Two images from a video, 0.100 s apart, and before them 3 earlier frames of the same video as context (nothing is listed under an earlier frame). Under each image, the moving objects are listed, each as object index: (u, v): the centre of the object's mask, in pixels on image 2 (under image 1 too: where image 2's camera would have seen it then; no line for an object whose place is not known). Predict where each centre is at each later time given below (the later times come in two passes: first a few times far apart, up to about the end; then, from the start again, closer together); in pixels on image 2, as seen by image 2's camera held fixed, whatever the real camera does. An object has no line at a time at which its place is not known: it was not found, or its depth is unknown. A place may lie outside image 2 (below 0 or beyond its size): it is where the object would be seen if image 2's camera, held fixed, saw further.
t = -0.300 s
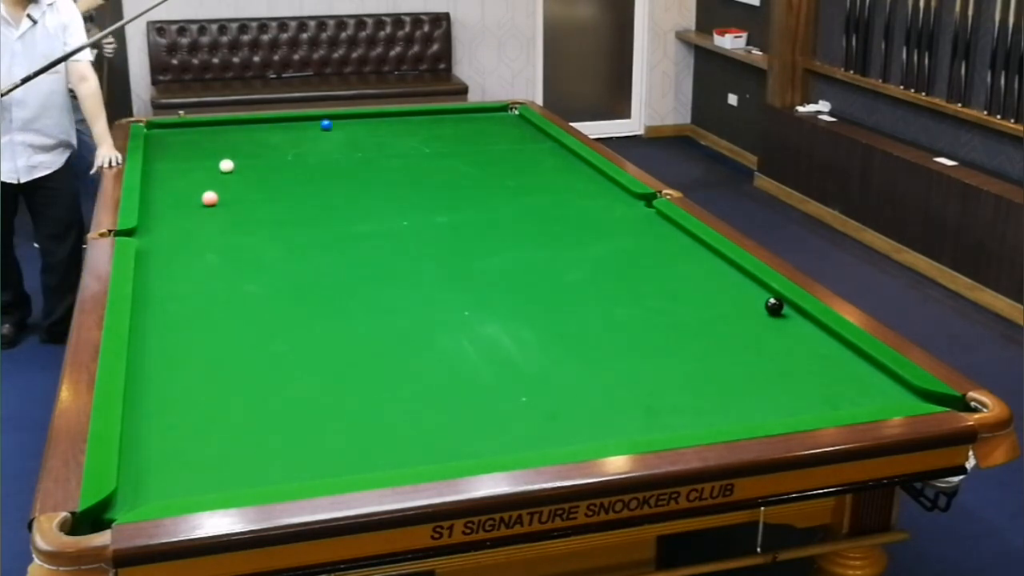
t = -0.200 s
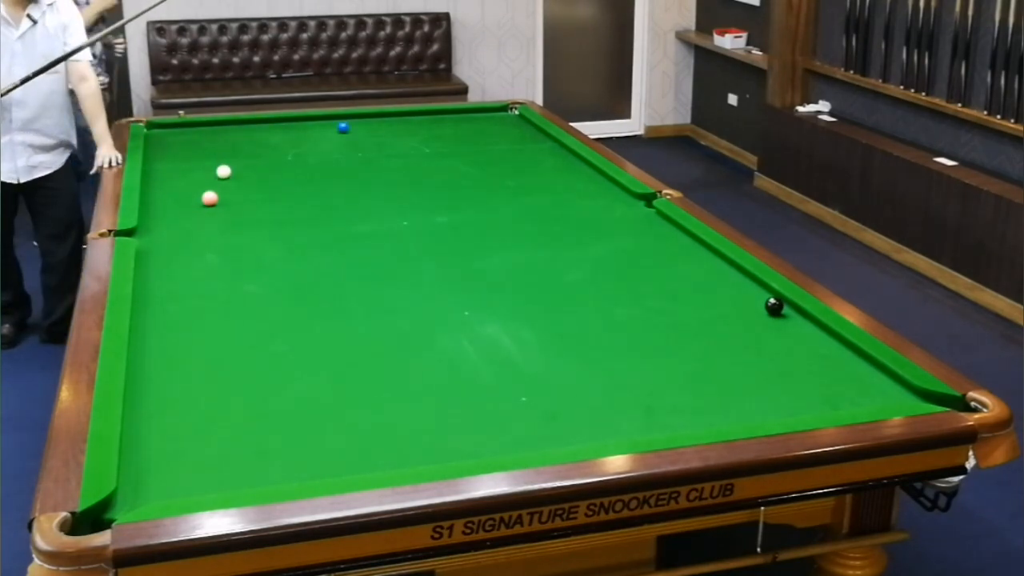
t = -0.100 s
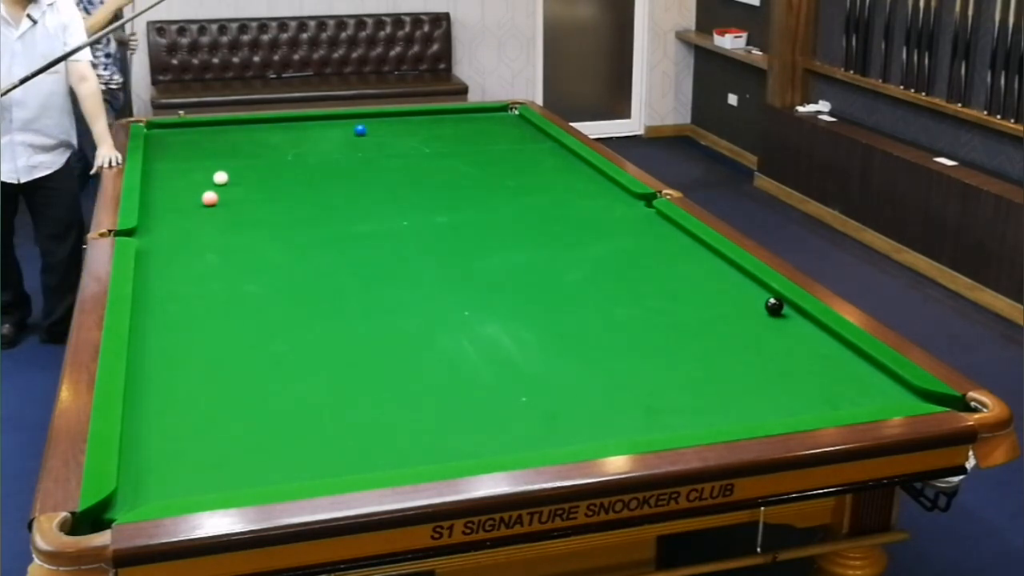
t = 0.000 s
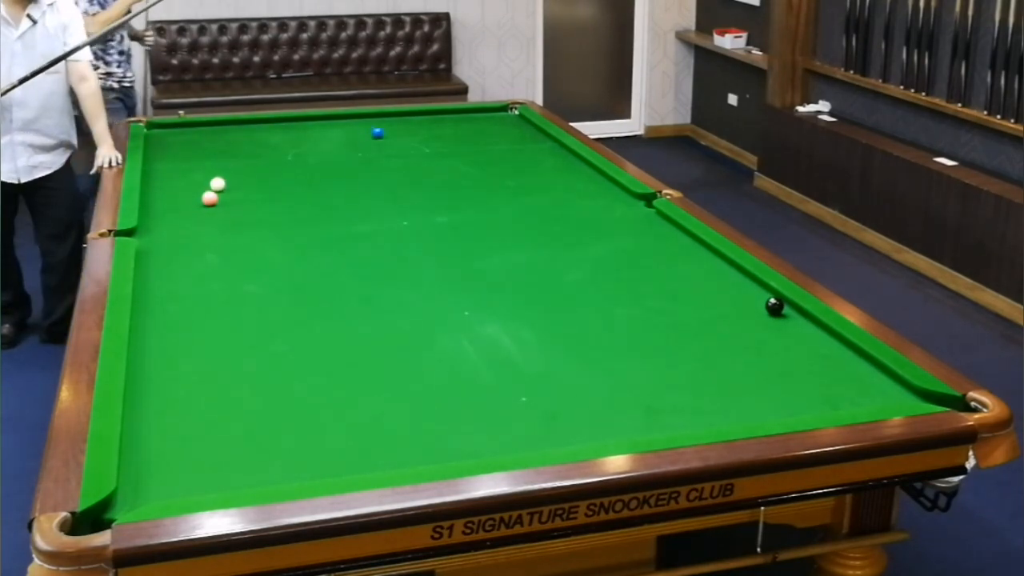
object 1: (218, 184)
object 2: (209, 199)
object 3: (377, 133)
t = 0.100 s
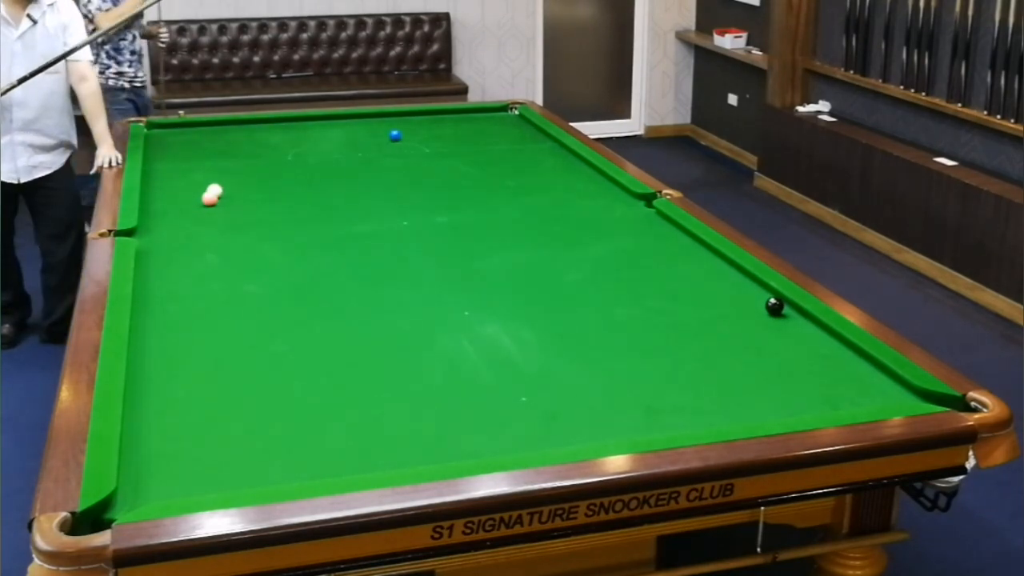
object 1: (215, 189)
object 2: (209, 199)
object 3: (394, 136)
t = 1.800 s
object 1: (219, 211)
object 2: (147, 278)
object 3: (560, 190)
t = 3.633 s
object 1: (216, 215)
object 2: (172, 350)
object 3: (466, 270)
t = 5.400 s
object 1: (216, 215)
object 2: (201, 394)
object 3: (366, 351)
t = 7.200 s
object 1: (216, 215)
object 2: (209, 401)
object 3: (284, 416)
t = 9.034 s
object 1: (216, 215)
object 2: (209, 401)
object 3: (256, 438)
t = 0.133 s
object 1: (214, 191)
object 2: (209, 200)
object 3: (400, 137)
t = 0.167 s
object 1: (214, 192)
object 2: (208, 200)
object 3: (406, 138)
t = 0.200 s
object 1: (215, 193)
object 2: (206, 202)
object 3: (412, 138)
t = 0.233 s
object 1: (214, 194)
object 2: (205, 204)
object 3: (418, 139)
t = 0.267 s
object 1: (214, 195)
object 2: (204, 205)
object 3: (424, 140)
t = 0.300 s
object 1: (214, 195)
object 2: (203, 207)
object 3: (430, 141)
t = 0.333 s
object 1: (214, 196)
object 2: (202, 208)
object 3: (436, 142)
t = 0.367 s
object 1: (215, 197)
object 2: (200, 210)
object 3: (442, 143)
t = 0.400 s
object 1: (215, 197)
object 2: (199, 211)
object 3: (448, 144)
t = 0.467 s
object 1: (215, 198)
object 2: (197, 214)
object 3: (460, 146)
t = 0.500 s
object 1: (216, 199)
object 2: (196, 215)
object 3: (466, 147)
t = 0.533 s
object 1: (216, 199)
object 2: (194, 217)
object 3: (472, 148)
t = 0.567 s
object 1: (216, 199)
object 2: (193, 219)
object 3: (478, 149)
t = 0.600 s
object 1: (217, 200)
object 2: (192, 220)
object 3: (484, 150)
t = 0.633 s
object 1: (217, 200)
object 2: (191, 222)
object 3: (490, 151)
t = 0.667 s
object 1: (217, 201)
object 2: (190, 223)
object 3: (496, 152)
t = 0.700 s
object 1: (217, 201)
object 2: (188, 225)
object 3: (502, 153)
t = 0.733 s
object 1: (218, 201)
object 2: (187, 226)
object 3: (508, 153)
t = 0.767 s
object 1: (218, 202)
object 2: (186, 228)
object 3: (515, 155)
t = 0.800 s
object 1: (218, 202)
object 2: (185, 230)
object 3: (521, 155)
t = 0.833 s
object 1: (218, 203)
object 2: (183, 231)
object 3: (527, 156)
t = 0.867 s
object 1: (218, 203)
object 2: (182, 233)
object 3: (533, 157)
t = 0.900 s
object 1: (218, 203)
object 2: (181, 234)
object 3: (539, 158)
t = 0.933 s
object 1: (218, 204)
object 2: (179, 236)
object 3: (545, 159)
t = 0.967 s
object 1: (218, 204)
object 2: (178, 237)
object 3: (551, 160)
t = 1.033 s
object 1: (219, 205)
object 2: (176, 241)
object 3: (563, 162)
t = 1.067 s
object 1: (219, 205)
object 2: (174, 242)
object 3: (570, 163)
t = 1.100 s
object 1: (219, 206)
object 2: (173, 244)
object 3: (576, 164)
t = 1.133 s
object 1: (219, 206)
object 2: (172, 245)
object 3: (582, 165)
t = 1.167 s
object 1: (219, 206)
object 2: (171, 247)
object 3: (588, 166)
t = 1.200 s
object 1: (219, 207)
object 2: (169, 249)
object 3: (588, 167)
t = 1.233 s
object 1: (219, 207)
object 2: (168, 250)
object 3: (586, 168)
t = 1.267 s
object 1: (219, 207)
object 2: (167, 252)
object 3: (584, 170)
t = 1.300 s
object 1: (219, 208)
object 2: (165, 253)
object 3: (583, 171)
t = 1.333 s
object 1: (220, 208)
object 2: (164, 255)
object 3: (581, 172)
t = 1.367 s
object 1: (220, 208)
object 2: (163, 257)
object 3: (580, 173)
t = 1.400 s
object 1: (220, 209)
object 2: (162, 258)
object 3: (578, 175)
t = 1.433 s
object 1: (220, 209)
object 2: (160, 260)
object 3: (577, 176)
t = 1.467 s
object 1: (220, 209)
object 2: (159, 261)
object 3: (575, 178)
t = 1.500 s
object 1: (220, 209)
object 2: (158, 263)
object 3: (574, 179)
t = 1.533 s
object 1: (220, 210)
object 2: (156, 265)
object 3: (572, 180)
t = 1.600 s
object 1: (220, 210)
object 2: (154, 268)
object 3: (569, 183)
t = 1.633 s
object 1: (220, 210)
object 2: (153, 270)
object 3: (568, 184)
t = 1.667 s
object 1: (220, 211)
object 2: (151, 271)
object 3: (566, 185)
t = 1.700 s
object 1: (220, 211)
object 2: (150, 273)
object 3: (565, 187)
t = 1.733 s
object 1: (220, 211)
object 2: (149, 275)
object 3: (563, 188)
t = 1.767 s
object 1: (220, 211)
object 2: (148, 276)
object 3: (561, 189)
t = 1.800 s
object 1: (219, 211)
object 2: (147, 278)
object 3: (560, 190)
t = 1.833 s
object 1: (219, 212)
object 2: (145, 279)
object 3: (558, 192)
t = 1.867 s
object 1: (219, 212)
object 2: (144, 281)
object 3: (557, 193)
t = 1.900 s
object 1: (219, 212)
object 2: (143, 283)
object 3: (555, 195)
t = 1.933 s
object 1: (219, 212)
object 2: (143, 284)
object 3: (554, 196)
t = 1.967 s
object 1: (219, 212)
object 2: (143, 286)
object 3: (552, 197)
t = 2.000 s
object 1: (219, 213)
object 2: (143, 287)
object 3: (551, 199)
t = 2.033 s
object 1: (219, 213)
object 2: (144, 288)
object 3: (549, 200)
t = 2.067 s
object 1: (219, 213)
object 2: (144, 290)
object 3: (547, 202)
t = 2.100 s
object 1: (218, 213)
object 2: (145, 291)
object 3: (546, 203)
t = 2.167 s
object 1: (218, 213)
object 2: (146, 294)
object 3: (543, 205)
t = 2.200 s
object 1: (218, 214)
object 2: (146, 295)
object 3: (541, 207)
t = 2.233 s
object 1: (218, 214)
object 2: (147, 297)
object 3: (540, 208)
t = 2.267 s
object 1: (218, 214)
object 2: (148, 298)
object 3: (538, 210)
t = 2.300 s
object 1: (218, 214)
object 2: (148, 299)
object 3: (536, 211)
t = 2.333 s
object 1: (217, 214)
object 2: (149, 301)
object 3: (535, 213)
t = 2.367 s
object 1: (217, 214)
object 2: (149, 302)
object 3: (533, 214)
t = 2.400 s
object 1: (217, 214)
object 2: (150, 303)
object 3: (531, 215)
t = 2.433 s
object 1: (217, 214)
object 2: (150, 305)
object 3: (530, 217)
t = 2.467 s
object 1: (217, 215)
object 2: (151, 306)
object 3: (528, 218)
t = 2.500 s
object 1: (217, 214)
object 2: (151, 308)
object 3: (526, 220)
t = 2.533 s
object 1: (216, 215)
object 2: (152, 309)
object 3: (524, 221)
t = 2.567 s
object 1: (216, 215)
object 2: (152, 310)
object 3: (523, 223)
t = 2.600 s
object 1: (216, 215)
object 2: (153, 311)
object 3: (521, 224)
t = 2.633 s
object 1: (216, 215)
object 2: (154, 313)
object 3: (520, 226)
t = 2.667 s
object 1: (216, 215)
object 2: (154, 314)
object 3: (518, 227)
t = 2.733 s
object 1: (216, 215)
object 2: (155, 317)
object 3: (515, 230)
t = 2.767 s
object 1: (216, 215)
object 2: (156, 318)
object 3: (513, 231)
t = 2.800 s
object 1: (216, 215)
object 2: (156, 319)
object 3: (511, 233)
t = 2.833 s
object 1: (216, 215)
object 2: (157, 320)
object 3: (510, 234)
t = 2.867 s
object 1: (216, 215)
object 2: (158, 322)
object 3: (508, 236)
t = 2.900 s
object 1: (216, 215)
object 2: (158, 323)
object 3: (506, 237)
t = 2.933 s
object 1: (216, 215)
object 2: (159, 324)
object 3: (504, 239)
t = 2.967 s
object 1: (216, 215)
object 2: (159, 326)
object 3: (503, 240)
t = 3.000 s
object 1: (216, 215)
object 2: (160, 327)
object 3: (501, 242)
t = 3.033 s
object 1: (216, 215)
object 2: (161, 328)
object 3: (499, 243)
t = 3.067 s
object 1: (216, 215)
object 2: (161, 329)
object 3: (497, 245)
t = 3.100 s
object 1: (216, 215)
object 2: (162, 330)
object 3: (496, 246)
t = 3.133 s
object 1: (216, 215)
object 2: (163, 332)
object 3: (494, 247)
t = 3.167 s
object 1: (216, 215)
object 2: (163, 333)
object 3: (492, 249)
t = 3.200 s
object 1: (216, 215)
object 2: (164, 334)
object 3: (490, 250)
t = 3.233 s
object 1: (216, 215)
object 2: (164, 335)
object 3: (488, 252)
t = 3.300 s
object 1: (216, 215)
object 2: (166, 338)
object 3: (485, 255)
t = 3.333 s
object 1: (216, 215)
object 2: (166, 339)
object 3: (483, 257)
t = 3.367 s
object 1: (216, 215)
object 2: (167, 340)
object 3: (481, 258)
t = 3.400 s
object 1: (216, 215)
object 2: (168, 342)
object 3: (479, 260)
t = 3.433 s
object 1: (216, 215)
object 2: (168, 343)
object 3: (477, 261)
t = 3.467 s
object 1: (216, 215)
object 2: (169, 344)
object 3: (475, 263)
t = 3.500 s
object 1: (216, 215)
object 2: (169, 345)
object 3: (474, 264)
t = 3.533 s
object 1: (216, 215)
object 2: (170, 346)
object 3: (472, 266)
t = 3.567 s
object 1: (216, 215)
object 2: (171, 347)
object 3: (470, 267)
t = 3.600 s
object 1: (216, 215)
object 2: (171, 348)
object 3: (468, 269)
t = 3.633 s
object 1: (216, 215)
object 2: (172, 350)
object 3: (466, 270)
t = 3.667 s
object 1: (216, 215)
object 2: (173, 351)
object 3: (464, 272)
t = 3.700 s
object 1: (216, 215)
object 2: (173, 352)
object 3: (462, 274)
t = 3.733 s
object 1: (216, 215)
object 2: (174, 353)
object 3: (461, 275)
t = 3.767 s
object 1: (216, 215)
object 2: (174, 354)
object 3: (459, 277)
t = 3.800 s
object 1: (216, 215)
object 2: (175, 355)
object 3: (457, 278)
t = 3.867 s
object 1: (216, 215)
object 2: (176, 357)
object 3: (453, 281)
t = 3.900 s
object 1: (216, 215)
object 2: (177, 358)
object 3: (451, 283)
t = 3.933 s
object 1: (216, 215)
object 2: (177, 359)
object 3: (450, 284)
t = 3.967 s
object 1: (216, 215)
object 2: (178, 360)
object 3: (448, 286)
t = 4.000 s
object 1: (216, 215)
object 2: (179, 361)
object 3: (446, 287)
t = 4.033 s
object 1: (216, 215)
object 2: (179, 362)
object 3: (444, 289)
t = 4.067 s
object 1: (216, 215)
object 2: (180, 364)
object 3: (442, 290)
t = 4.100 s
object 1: (216, 215)
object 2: (180, 365)
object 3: (440, 292)
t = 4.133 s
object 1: (216, 215)
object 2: (181, 365)
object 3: (438, 293)
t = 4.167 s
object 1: (216, 215)
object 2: (181, 366)
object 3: (436, 295)
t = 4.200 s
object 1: (216, 215)
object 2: (182, 367)
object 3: (434, 297)
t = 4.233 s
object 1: (216, 215)
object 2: (183, 368)
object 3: (432, 298)
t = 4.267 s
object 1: (216, 215)
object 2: (183, 369)
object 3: (430, 300)
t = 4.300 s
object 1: (216, 215)
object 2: (184, 370)
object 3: (429, 301)
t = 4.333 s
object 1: (216, 215)
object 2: (185, 371)
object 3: (427, 303)
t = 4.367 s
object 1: (216, 215)
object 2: (185, 372)
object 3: (425, 304)
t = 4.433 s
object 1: (216, 215)
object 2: (187, 374)
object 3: (421, 307)
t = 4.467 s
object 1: (216, 215)
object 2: (187, 375)
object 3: (419, 309)
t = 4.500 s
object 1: (216, 215)
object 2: (188, 375)
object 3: (417, 311)
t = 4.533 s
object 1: (216, 215)
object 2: (188, 376)
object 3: (415, 312)
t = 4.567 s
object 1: (216, 215)
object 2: (189, 377)
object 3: (413, 314)
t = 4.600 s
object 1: (216, 215)
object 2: (189, 378)
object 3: (411, 315)
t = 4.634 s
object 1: (216, 215)
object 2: (190, 379)
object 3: (410, 317)
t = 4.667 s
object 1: (216, 215)
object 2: (191, 379)
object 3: (407, 318)
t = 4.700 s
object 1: (216, 215)
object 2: (191, 380)
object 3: (406, 320)
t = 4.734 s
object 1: (216, 215)
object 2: (192, 381)
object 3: (404, 321)
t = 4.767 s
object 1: (216, 215)
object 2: (192, 382)
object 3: (402, 323)
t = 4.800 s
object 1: (216, 215)
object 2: (193, 383)
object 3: (400, 324)
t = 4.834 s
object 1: (216, 215)
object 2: (193, 383)
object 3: (398, 326)
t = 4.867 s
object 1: (216, 215)
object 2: (194, 384)
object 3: (396, 327)
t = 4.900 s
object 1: (216, 215)
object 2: (194, 385)
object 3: (394, 329)
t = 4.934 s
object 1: (216, 215)
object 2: (195, 385)
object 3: (393, 330)
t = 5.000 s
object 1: (216, 215)
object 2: (196, 387)
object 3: (389, 334)
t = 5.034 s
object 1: (216, 215)
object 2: (196, 387)
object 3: (387, 335)
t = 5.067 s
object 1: (216, 215)
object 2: (197, 388)
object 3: (385, 337)
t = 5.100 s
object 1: (216, 215)
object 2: (197, 388)
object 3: (383, 338)
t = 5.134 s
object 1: (216, 215)
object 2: (198, 389)
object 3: (381, 339)
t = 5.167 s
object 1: (216, 215)
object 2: (198, 390)
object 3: (379, 341)
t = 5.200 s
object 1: (216, 215)
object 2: (199, 390)
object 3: (377, 343)
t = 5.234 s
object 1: (216, 215)
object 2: (199, 391)
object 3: (376, 344)
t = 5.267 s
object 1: (216, 215)
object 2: (199, 392)
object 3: (374, 345)
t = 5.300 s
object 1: (216, 215)
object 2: (200, 392)
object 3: (372, 347)
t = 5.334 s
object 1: (216, 215)
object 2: (200, 393)
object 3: (370, 348)
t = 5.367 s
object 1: (216, 215)
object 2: (201, 393)
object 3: (368, 350)
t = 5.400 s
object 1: (216, 215)
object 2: (201, 394)
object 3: (366, 351)
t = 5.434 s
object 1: (216, 215)
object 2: (202, 394)
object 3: (364, 353)
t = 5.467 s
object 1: (216, 215)
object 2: (202, 394)
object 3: (363, 354)
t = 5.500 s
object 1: (216, 215)
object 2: (203, 395)
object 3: (360, 356)
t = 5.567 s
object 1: (216, 215)
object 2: (204, 396)
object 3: (357, 358)
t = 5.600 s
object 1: (216, 215)
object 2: (204, 396)
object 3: (355, 360)
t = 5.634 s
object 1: (216, 215)
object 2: (204, 396)
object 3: (354, 361)
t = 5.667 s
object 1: (216, 215)
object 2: (205, 397)
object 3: (352, 363)
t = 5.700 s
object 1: (216, 215)
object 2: (205, 397)
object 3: (350, 364)
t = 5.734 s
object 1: (216, 215)
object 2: (206, 397)
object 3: (348, 365)
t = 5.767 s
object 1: (216, 215)
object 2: (206, 398)
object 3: (346, 367)
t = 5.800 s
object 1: (216, 215)
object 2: (206, 398)
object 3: (345, 368)
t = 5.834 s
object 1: (216, 215)
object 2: (207, 398)
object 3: (343, 369)
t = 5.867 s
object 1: (216, 215)
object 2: (207, 399)
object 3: (341, 371)
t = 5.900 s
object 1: (216, 215)
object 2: (207, 399)
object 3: (340, 372)
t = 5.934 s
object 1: (216, 215)
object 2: (207, 399)
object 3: (338, 373)
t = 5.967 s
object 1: (216, 215)
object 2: (208, 399)
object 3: (336, 374)
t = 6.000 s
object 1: (216, 215)
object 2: (208, 399)
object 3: (334, 376)
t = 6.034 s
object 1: (216, 215)
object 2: (208, 400)
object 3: (333, 377)
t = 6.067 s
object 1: (216, 215)
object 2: (208, 400)
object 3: (331, 379)
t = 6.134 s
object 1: (216, 215)
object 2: (208, 400)
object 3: (328, 381)
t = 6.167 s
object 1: (216, 215)
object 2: (209, 401)
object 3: (326, 383)
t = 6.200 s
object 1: (216, 215)
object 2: (209, 401)
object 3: (325, 384)
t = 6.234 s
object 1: (216, 215)
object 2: (209, 401)
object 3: (323, 385)
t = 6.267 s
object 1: (216, 215)
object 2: (209, 401)
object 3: (321, 386)
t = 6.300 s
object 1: (216, 215)
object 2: (209, 401)
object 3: (320, 387)
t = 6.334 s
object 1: (216, 215)
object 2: (209, 401)
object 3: (318, 389)
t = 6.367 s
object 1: (216, 215)
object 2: (209, 401)
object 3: (317, 390)
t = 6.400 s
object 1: (216, 215)
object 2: (209, 401)
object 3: (315, 391)
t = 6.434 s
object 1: (216, 215)
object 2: (209, 401)
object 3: (314, 392)
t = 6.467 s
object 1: (216, 215)
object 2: (209, 401)
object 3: (312, 394)
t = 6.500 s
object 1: (216, 215)
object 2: (209, 401)
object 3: (311, 395)
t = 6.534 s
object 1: (216, 215)
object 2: (209, 401)
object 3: (309, 396)
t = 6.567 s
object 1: (216, 215)
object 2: (209, 401)
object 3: (308, 397)
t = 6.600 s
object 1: (216, 215)
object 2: (209, 401)
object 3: (306, 398)
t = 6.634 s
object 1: (216, 215)
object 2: (209, 401)
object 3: (305, 399)
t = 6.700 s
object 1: (216, 215)
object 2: (209, 401)
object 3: (302, 401)
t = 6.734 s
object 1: (216, 215)
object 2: (209, 401)
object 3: (301, 402)
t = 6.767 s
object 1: (216, 215)
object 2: (209, 401)
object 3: (300, 403)
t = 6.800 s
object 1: (216, 215)
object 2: (209, 401)
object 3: (298, 404)
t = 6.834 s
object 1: (216, 215)
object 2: (209, 401)
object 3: (297, 405)
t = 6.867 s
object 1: (216, 215)
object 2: (209, 401)
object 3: (296, 406)
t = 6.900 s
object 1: (216, 215)
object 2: (209, 401)
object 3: (294, 407)
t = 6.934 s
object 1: (216, 215)
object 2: (209, 401)
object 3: (293, 408)
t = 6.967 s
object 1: (216, 215)
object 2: (209, 401)
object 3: (292, 409)
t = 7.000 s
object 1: (216, 215)
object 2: (209, 401)
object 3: (291, 410)
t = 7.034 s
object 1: (216, 215)
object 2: (209, 401)
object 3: (290, 411)
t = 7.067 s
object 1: (216, 215)
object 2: (209, 401)
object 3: (288, 412)
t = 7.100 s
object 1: (216, 215)
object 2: (209, 401)
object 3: (287, 413)
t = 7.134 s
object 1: (216, 215)
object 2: (209, 401)
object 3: (286, 414)
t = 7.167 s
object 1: (216, 215)
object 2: (209, 401)
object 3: (285, 414)
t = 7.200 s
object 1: (216, 215)
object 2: (209, 401)
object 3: (284, 416)
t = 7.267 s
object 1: (216, 215)
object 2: (209, 401)
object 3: (282, 417)
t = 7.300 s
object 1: (216, 215)
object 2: (209, 401)
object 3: (281, 418)
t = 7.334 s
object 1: (216, 215)
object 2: (209, 401)
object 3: (280, 419)
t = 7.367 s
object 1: (216, 215)
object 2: (209, 401)
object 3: (278, 420)
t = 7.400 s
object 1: (216, 215)
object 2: (209, 401)
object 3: (278, 420)
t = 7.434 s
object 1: (216, 215)
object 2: (209, 401)
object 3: (277, 421)
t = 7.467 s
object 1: (216, 215)
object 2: (209, 401)
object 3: (276, 422)
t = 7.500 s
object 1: (216, 215)
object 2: (209, 401)
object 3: (275, 423)
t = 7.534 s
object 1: (216, 215)
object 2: (209, 401)
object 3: (274, 423)
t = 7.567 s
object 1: (216, 215)
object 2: (209, 401)
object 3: (273, 424)
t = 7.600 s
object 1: (216, 215)
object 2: (209, 401)
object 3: (272, 424)
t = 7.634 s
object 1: (216, 215)
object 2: (209, 401)
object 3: (271, 425)
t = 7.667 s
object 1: (216, 215)
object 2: (209, 401)
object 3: (270, 426)
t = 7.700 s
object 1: (216, 215)
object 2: (209, 401)
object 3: (270, 426)
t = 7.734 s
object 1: (216, 215)
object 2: (209, 401)
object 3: (269, 427)
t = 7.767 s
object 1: (216, 215)
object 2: (209, 401)
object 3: (268, 428)
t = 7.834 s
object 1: (216, 215)
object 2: (209, 401)
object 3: (267, 429)
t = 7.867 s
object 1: (216, 215)
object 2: (209, 401)
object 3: (266, 430)
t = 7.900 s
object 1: (216, 215)
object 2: (209, 401)
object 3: (266, 430)
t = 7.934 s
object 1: (216, 215)
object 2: (209, 401)
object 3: (265, 430)
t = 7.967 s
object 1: (216, 215)
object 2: (209, 401)
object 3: (265, 431)
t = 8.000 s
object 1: (216, 215)
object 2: (209, 401)
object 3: (264, 431)
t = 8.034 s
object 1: (216, 215)
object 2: (209, 401)
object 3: (263, 432)
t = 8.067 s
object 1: (216, 215)
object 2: (209, 401)
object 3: (263, 432)
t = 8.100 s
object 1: (216, 215)
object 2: (209, 401)
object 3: (263, 433)
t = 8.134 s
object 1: (216, 215)
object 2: (209, 401)
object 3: (262, 433)
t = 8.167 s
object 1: (216, 215)
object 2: (209, 401)
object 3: (262, 434)
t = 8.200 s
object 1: (216, 215)
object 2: (209, 401)
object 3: (262, 434)
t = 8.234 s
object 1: (216, 215)
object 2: (209, 401)
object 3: (261, 434)
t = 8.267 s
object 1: (216, 215)
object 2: (209, 401)
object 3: (261, 435)
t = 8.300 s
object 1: (216, 215)
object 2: (209, 401)
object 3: (261, 435)
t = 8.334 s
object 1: (216, 215)
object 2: (209, 401)
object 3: (260, 435)
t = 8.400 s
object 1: (216, 215)
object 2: (209, 401)
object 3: (260, 436)
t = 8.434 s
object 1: (216, 215)
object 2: (209, 401)
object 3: (259, 436)
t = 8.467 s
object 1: (216, 215)
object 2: (209, 401)
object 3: (259, 437)
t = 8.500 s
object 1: (216, 215)
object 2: (209, 401)
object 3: (259, 437)
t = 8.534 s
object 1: (216, 215)
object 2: (209, 401)
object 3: (258, 437)
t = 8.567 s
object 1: (216, 215)
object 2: (209, 401)
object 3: (258, 437)
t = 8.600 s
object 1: (216, 215)
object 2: (209, 401)
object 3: (258, 437)
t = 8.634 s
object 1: (216, 215)
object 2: (209, 401)
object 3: (257, 438)
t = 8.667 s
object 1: (216, 215)
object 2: (209, 401)
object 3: (257, 438)
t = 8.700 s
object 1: (216, 215)
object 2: (209, 401)
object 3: (257, 438)
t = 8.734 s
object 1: (216, 215)
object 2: (209, 401)
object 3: (256, 438)
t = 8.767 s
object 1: (216, 215)
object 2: (209, 401)
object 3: (256, 438)
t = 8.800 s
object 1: (216, 215)
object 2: (209, 401)
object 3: (256, 438)
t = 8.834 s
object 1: (216, 215)
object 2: (209, 401)
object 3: (256, 438)
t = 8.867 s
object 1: (216, 215)
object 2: (209, 401)
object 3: (256, 438)
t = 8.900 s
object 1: (216, 215)
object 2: (209, 401)
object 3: (256, 438)
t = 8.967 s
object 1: (216, 215)
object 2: (209, 401)
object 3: (256, 438)
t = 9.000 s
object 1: (216, 215)
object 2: (209, 401)
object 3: (256, 438)
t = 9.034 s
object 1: (216, 215)
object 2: (209, 401)
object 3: (256, 438)
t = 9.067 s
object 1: (216, 215)
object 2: (209, 401)
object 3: (256, 438)
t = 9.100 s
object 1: (216, 215)
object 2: (209, 401)
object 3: (256, 438)
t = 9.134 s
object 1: (216, 215)
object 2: (209, 401)
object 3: (256, 438)
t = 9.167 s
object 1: (216, 215)
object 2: (209, 401)
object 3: (257, 438)
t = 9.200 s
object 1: (216, 215)
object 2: (209, 401)
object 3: (257, 438)
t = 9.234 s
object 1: (216, 215)
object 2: (209, 401)
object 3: (257, 438)
